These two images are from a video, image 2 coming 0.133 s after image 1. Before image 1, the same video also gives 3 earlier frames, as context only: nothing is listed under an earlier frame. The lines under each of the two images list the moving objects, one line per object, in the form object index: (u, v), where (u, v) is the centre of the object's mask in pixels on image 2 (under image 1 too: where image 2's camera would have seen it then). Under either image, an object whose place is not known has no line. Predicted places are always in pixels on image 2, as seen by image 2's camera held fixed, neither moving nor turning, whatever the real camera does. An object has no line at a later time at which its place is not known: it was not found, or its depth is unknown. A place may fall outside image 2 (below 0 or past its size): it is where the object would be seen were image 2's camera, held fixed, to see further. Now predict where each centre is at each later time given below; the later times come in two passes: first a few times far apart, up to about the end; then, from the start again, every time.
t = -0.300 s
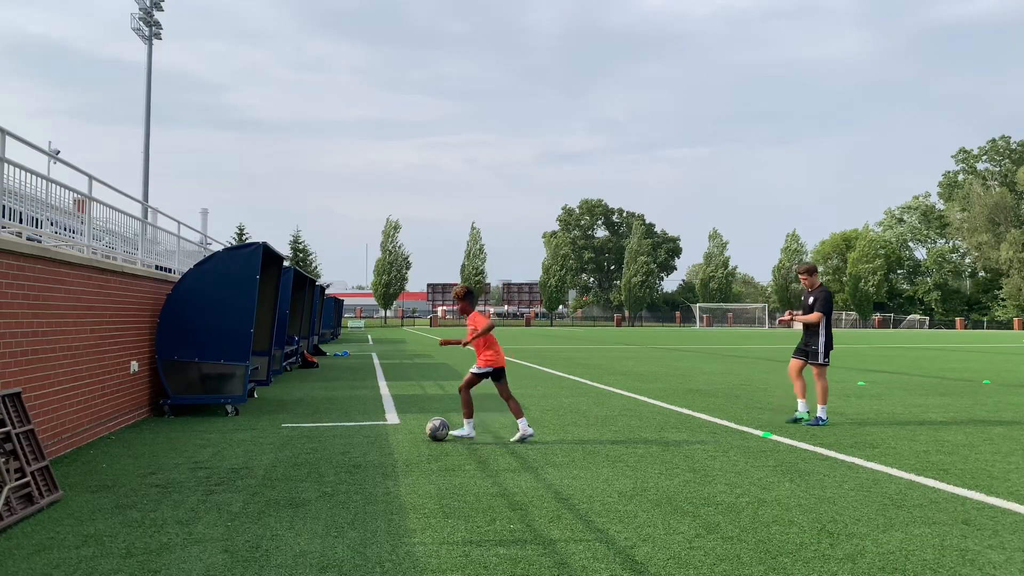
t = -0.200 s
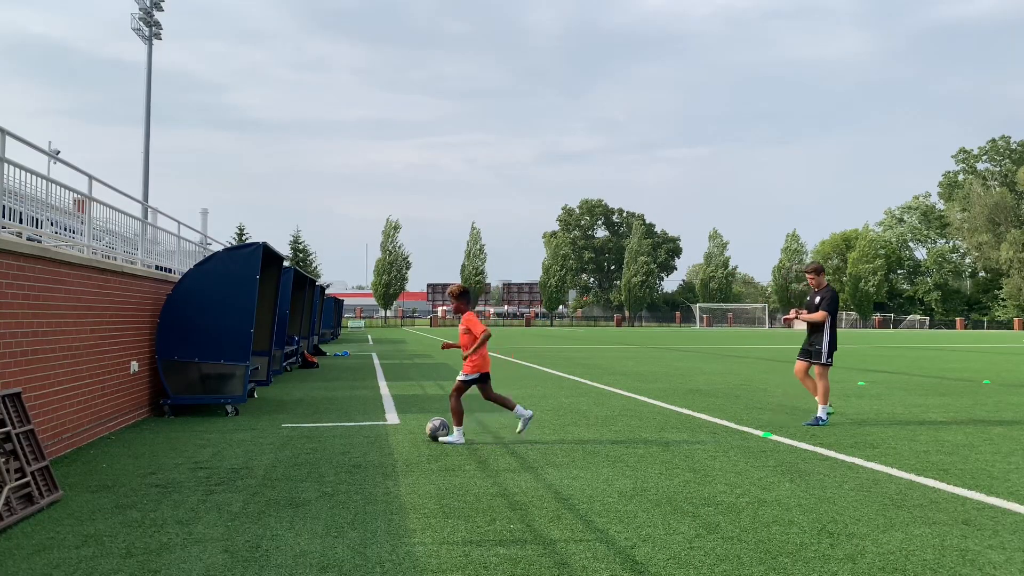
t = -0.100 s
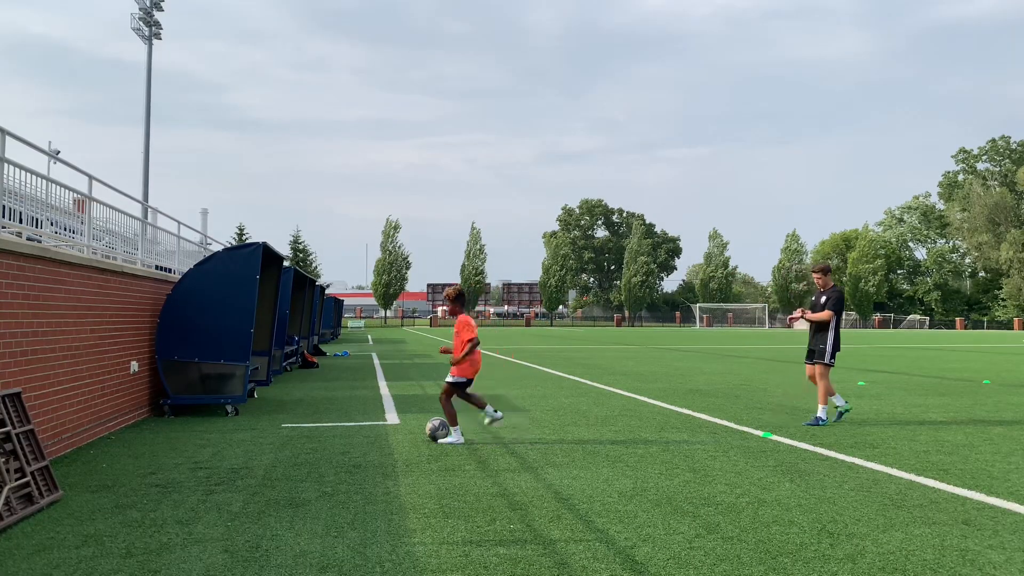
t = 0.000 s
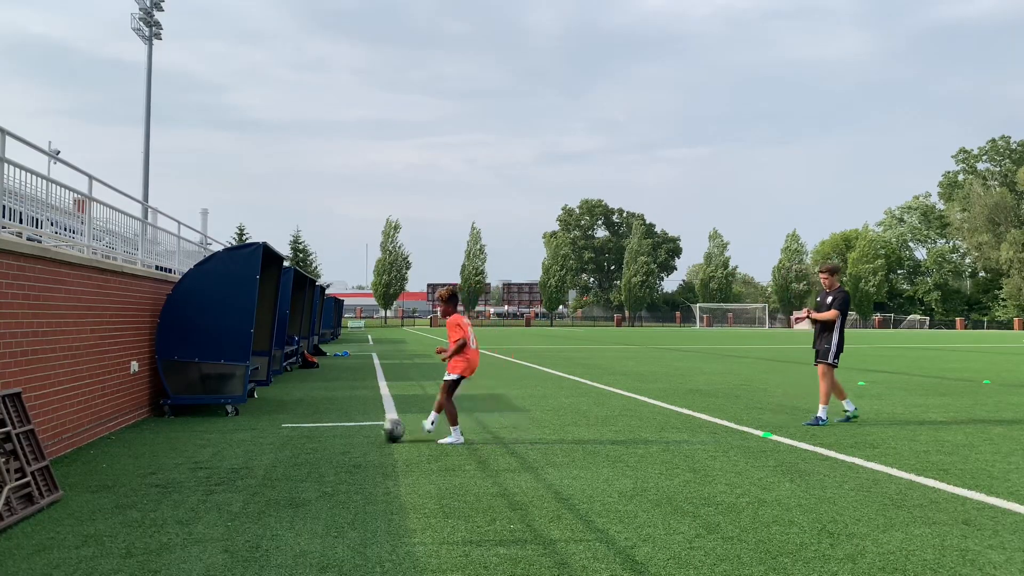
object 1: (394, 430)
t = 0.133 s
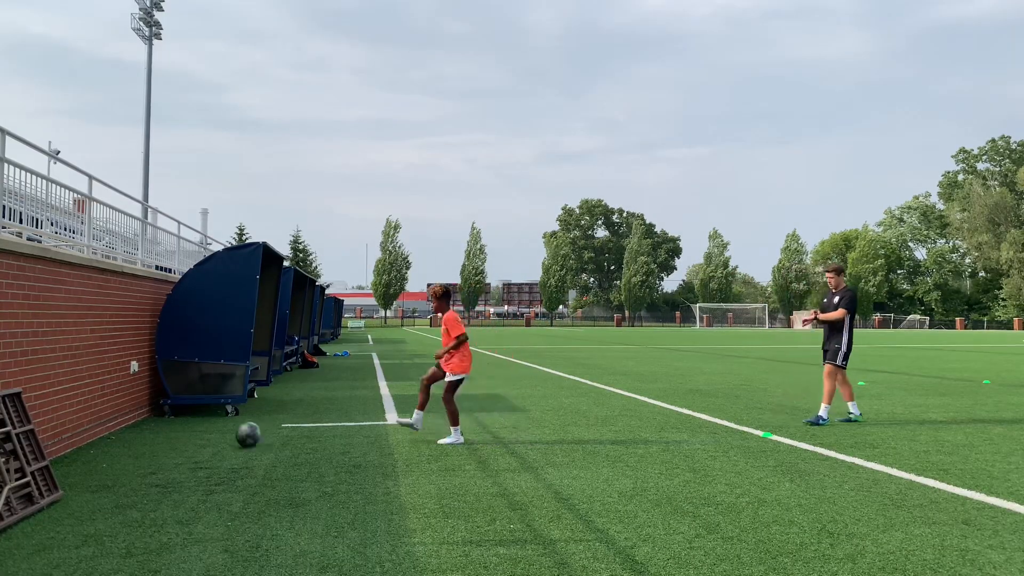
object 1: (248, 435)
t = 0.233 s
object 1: (144, 438)
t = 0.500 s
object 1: (245, 429)
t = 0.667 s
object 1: (355, 428)
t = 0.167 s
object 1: (213, 436)
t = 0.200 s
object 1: (178, 437)
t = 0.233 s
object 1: (144, 438)
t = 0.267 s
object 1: (109, 439)
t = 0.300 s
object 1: (84, 440)
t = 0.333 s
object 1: (113, 434)
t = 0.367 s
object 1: (141, 430)
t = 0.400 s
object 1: (167, 428)
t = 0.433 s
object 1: (193, 427)
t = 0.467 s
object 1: (219, 428)
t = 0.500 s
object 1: (245, 429)
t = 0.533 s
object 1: (271, 433)
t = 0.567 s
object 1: (295, 435)
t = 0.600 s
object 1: (315, 431)
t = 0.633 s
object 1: (335, 429)
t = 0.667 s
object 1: (355, 428)
